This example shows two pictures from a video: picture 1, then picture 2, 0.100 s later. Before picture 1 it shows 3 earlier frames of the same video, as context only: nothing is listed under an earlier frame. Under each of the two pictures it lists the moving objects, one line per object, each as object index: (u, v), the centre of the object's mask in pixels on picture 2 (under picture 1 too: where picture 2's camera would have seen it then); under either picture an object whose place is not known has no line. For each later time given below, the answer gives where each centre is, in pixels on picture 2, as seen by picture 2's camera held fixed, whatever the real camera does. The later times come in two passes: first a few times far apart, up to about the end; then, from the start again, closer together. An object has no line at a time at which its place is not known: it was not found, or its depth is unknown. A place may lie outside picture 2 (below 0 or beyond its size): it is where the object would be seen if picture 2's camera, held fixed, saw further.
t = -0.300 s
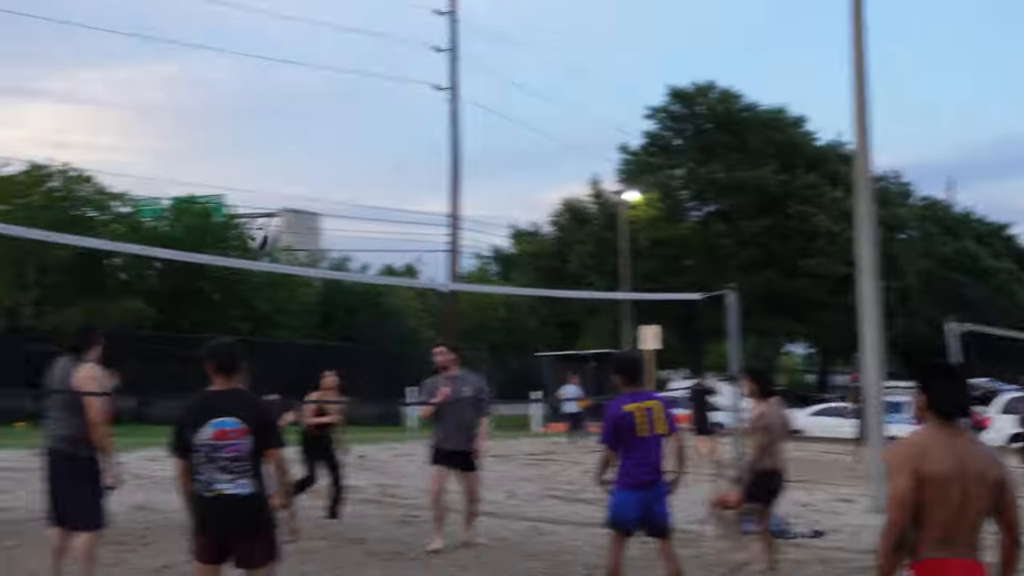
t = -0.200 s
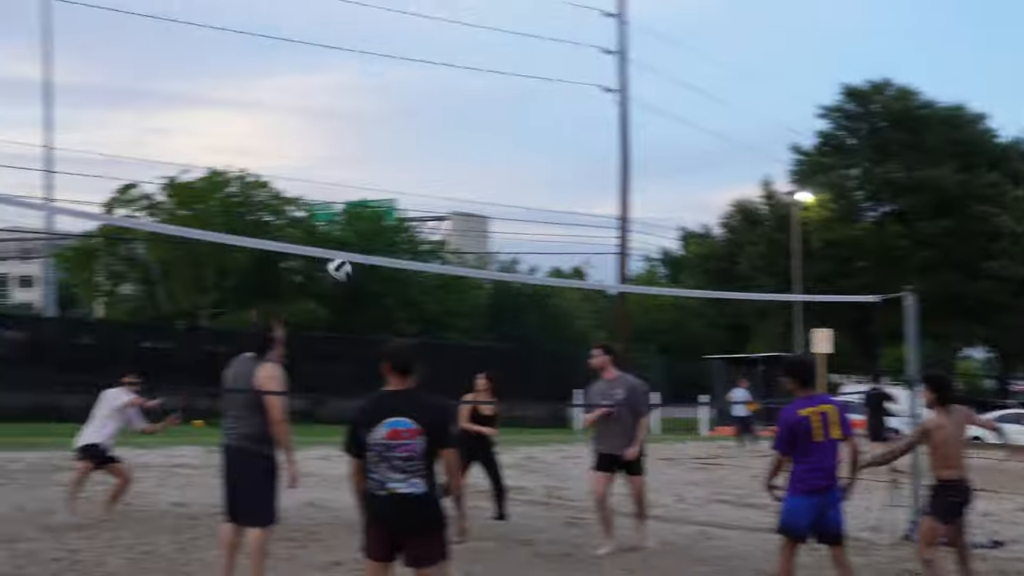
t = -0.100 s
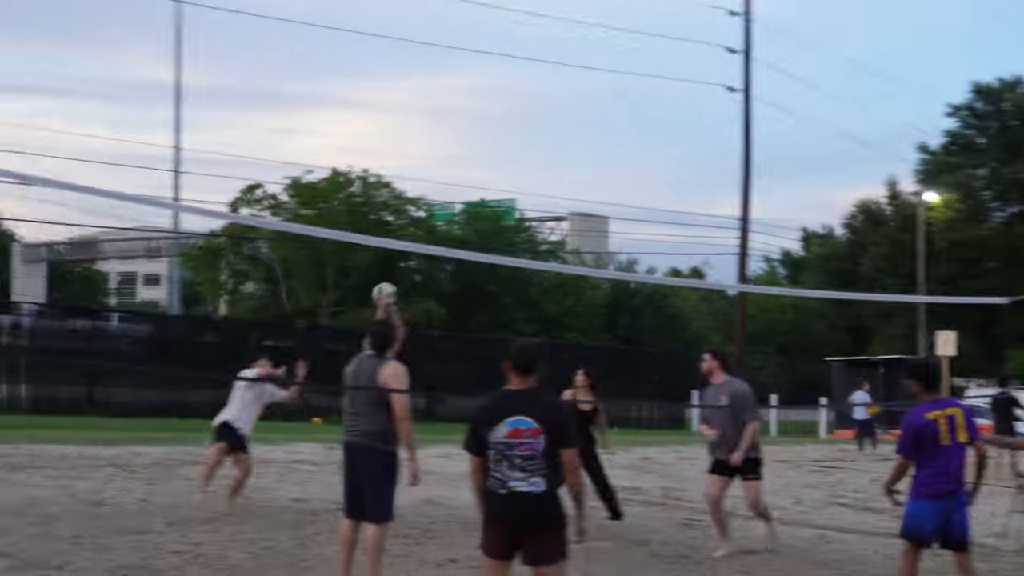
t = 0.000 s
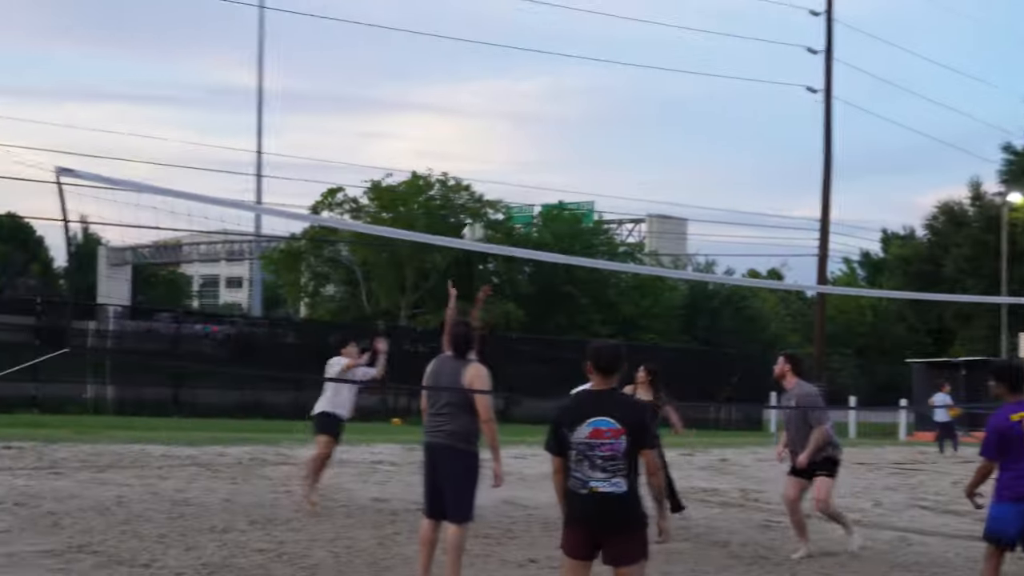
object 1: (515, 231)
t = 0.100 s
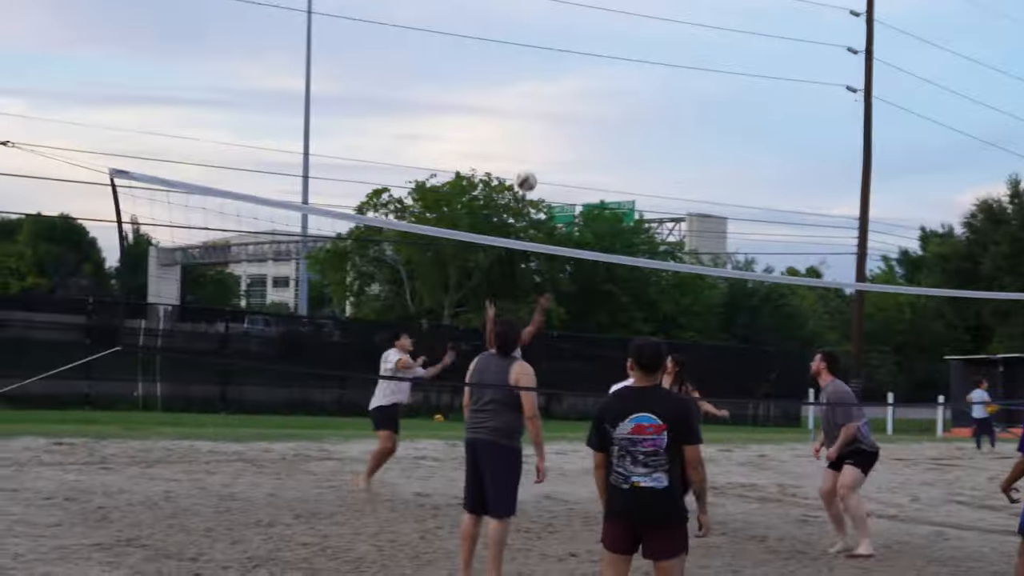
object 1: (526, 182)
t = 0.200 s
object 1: (539, 139)
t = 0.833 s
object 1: (570, 84)
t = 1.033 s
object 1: (575, 140)
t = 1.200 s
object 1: (580, 214)
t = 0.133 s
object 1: (533, 166)
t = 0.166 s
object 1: (535, 152)
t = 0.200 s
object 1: (539, 139)
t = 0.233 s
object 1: (541, 126)
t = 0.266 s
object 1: (545, 115)
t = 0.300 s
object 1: (548, 105)
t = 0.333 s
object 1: (551, 97)
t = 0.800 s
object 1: (570, 78)
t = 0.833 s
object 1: (570, 84)
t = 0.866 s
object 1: (570, 91)
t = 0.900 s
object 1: (572, 99)
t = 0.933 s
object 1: (573, 108)
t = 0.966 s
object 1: (574, 118)
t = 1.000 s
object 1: (575, 129)
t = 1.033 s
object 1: (575, 140)
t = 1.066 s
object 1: (576, 153)
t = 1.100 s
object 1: (576, 166)
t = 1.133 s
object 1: (578, 181)
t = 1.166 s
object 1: (580, 196)
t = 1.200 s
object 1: (580, 214)
